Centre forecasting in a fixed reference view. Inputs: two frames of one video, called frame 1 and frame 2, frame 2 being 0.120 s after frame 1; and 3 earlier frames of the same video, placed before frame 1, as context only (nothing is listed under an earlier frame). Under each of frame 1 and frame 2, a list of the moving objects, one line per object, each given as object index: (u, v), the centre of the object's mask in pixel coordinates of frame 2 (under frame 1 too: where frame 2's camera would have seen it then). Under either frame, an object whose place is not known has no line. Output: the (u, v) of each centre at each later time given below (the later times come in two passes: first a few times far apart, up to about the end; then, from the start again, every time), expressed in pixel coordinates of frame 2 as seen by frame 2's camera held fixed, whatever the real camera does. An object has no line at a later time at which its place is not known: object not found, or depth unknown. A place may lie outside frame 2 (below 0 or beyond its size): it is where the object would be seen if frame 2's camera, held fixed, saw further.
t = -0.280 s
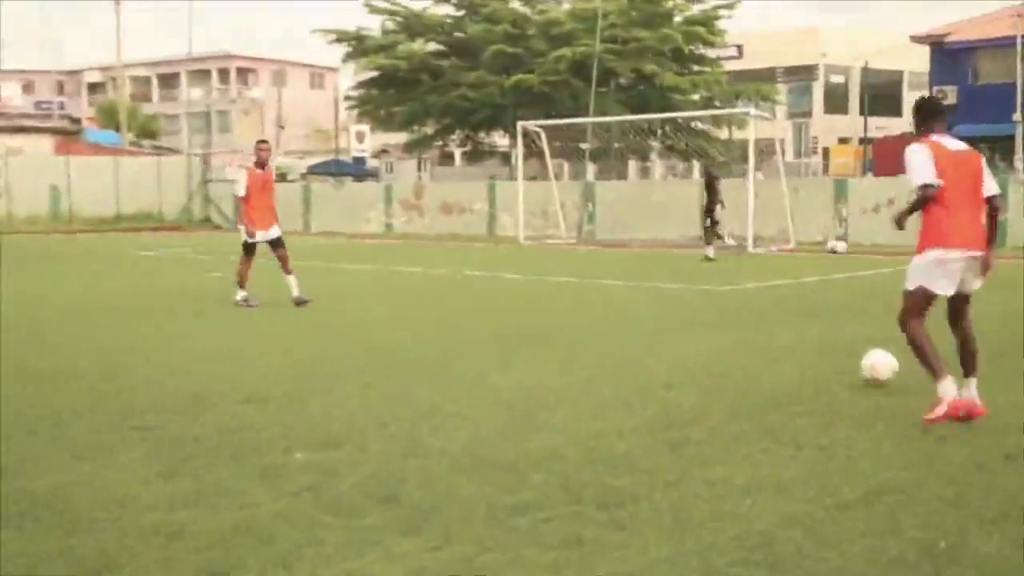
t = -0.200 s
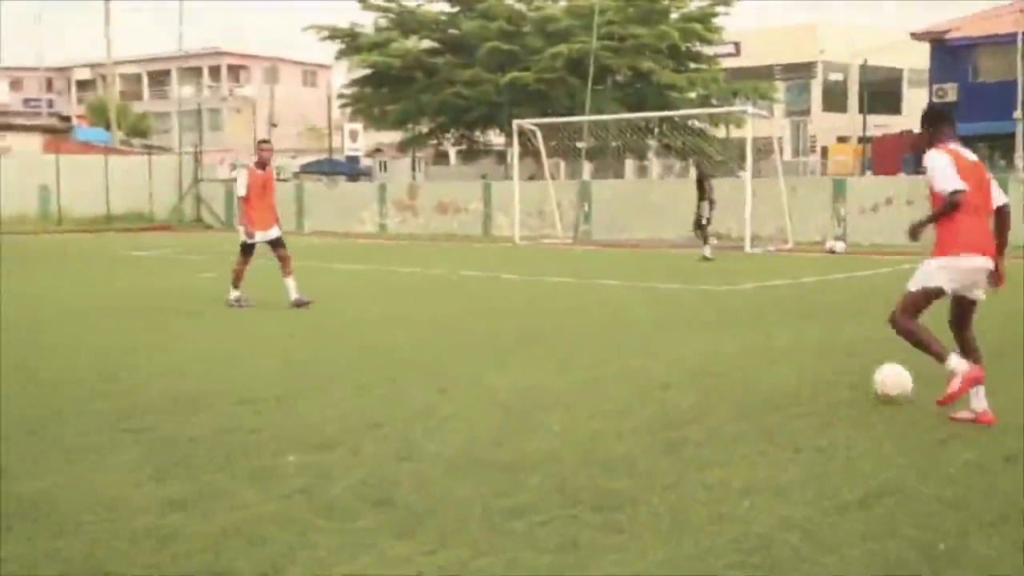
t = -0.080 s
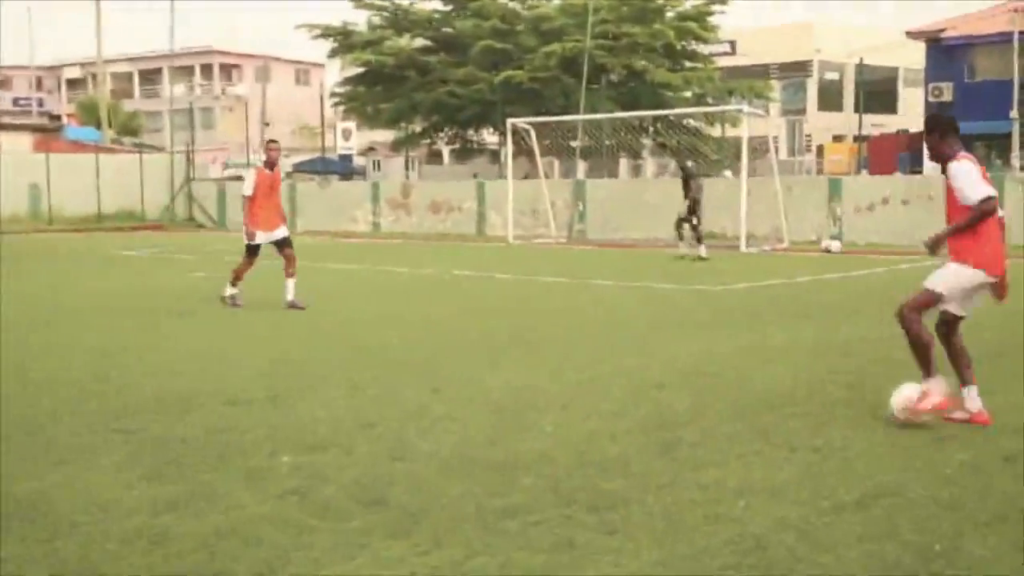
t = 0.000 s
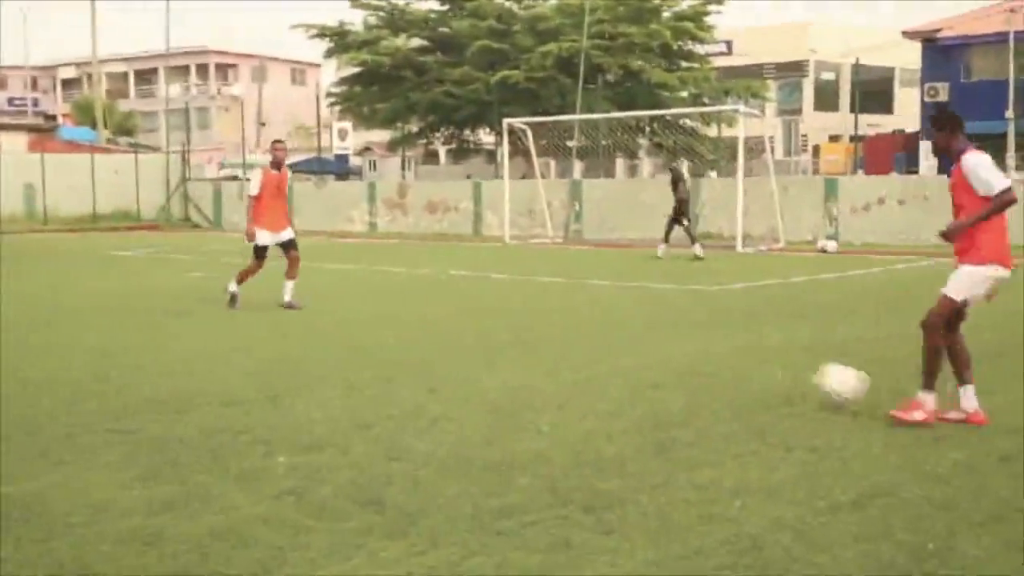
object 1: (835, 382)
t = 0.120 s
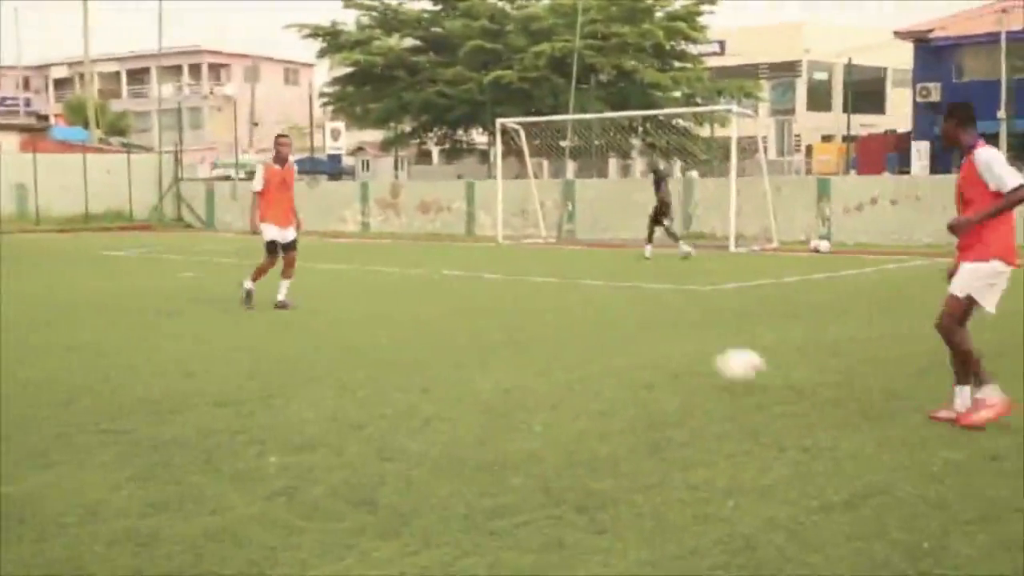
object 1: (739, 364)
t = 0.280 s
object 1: (650, 349)
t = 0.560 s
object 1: (547, 334)
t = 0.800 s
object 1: (485, 322)
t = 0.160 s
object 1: (712, 365)
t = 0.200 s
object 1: (689, 362)
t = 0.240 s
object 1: (669, 354)
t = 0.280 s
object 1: (650, 349)
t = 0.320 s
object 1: (630, 347)
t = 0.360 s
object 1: (613, 347)
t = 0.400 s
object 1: (597, 343)
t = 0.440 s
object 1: (583, 338)
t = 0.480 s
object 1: (570, 337)
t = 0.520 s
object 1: (559, 337)
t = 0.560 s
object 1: (547, 334)
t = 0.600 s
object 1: (535, 331)
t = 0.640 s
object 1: (525, 330)
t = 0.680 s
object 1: (514, 328)
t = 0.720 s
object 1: (504, 324)
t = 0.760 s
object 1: (494, 322)
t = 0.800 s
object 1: (485, 322)
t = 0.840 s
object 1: (476, 319)
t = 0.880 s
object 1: (467, 318)
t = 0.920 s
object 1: (458, 316)
